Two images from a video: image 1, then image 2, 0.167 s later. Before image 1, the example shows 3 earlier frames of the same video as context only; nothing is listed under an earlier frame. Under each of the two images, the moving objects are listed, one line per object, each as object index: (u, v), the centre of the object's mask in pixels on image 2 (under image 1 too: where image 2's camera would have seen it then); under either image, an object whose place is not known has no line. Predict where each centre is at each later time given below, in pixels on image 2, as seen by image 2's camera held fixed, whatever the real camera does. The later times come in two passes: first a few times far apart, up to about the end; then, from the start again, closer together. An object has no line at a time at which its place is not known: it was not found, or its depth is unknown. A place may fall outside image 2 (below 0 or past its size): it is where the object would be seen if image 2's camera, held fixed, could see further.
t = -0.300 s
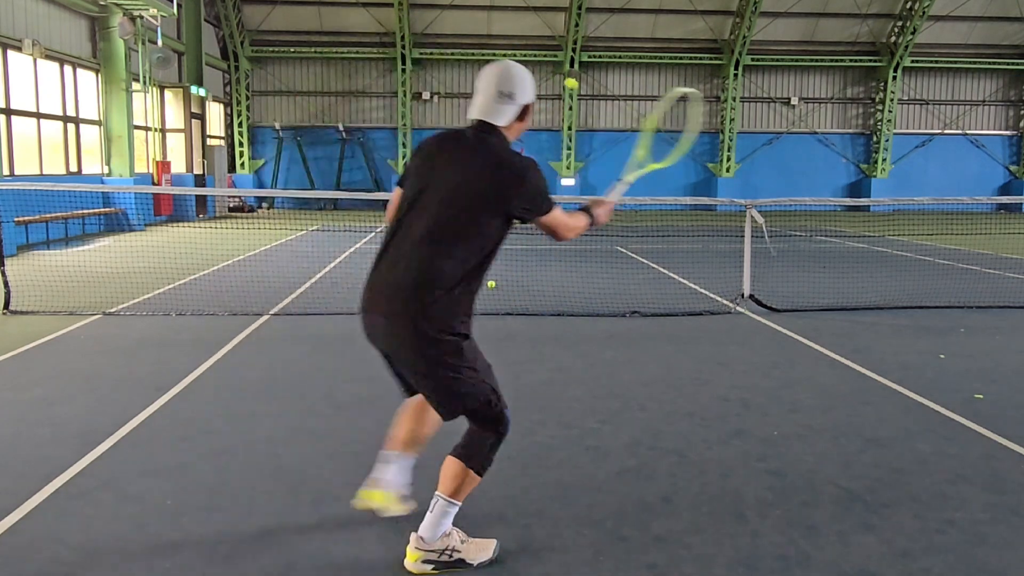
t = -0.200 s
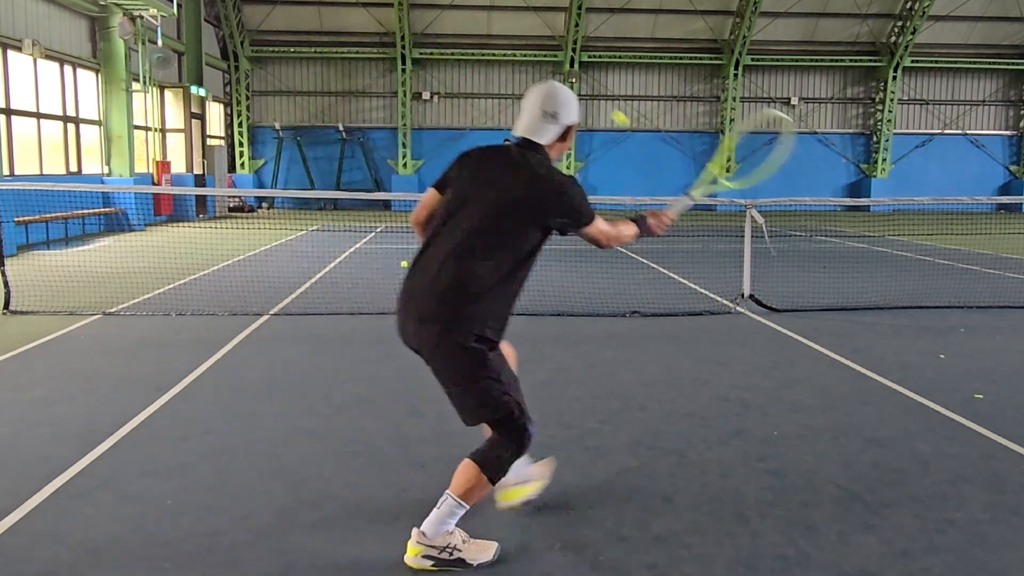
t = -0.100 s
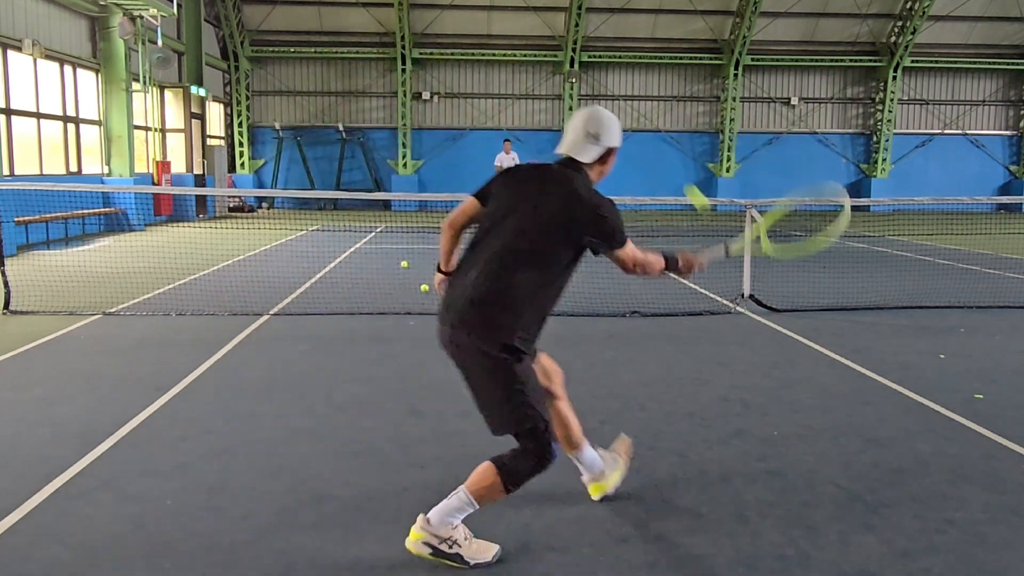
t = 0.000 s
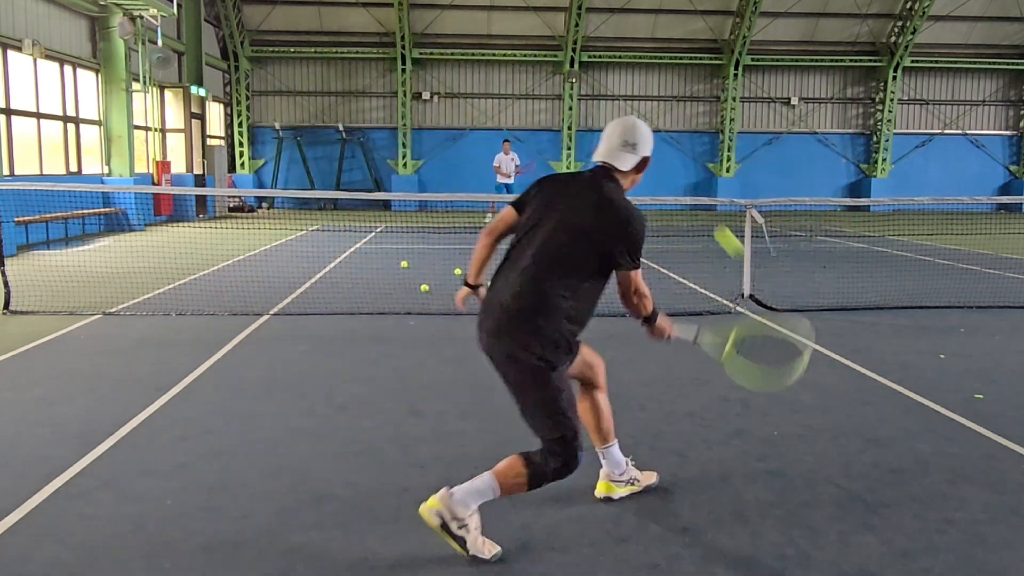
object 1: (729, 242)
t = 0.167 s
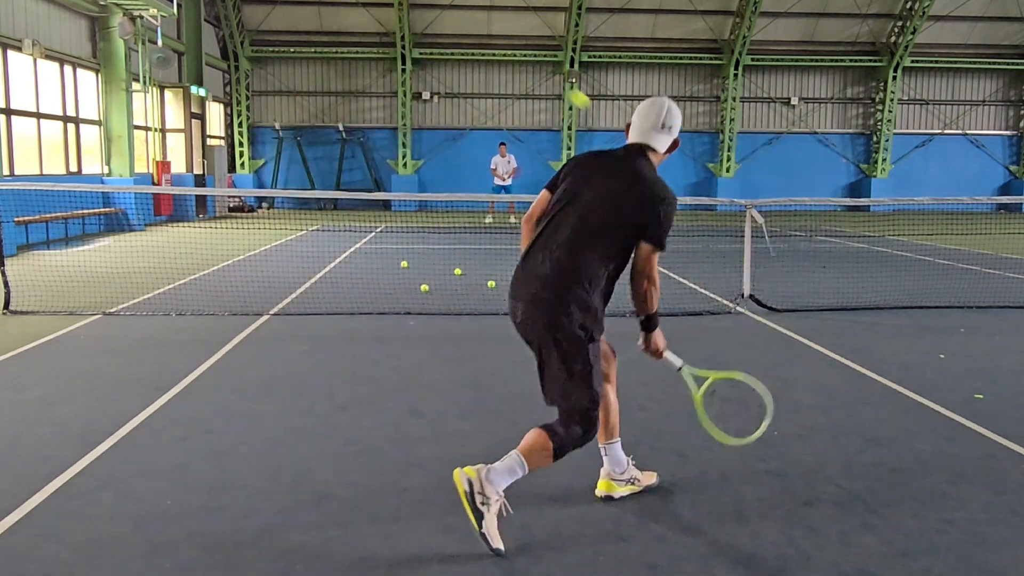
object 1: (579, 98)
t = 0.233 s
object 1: (535, 69)
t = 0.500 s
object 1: (408, 43)
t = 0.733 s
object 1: (337, 92)
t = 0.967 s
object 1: (287, 178)
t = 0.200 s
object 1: (556, 82)
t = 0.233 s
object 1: (535, 69)
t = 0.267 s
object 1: (515, 59)
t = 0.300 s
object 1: (496, 51)
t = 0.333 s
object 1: (479, 45)
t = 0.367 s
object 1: (463, 41)
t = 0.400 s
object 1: (448, 40)
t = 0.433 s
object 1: (434, 39)
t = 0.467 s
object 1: (420, 41)
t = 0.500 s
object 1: (408, 43)
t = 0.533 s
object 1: (396, 47)
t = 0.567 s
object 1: (385, 52)
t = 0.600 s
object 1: (374, 58)
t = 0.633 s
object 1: (364, 66)
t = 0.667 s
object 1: (355, 74)
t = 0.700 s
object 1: (346, 82)
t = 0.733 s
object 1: (337, 92)
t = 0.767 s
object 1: (329, 103)
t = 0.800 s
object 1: (321, 114)
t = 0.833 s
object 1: (313, 126)
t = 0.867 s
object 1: (306, 138)
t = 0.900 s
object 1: (300, 151)
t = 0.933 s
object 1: (293, 164)
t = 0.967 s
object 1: (287, 178)
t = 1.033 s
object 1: (275, 207)
